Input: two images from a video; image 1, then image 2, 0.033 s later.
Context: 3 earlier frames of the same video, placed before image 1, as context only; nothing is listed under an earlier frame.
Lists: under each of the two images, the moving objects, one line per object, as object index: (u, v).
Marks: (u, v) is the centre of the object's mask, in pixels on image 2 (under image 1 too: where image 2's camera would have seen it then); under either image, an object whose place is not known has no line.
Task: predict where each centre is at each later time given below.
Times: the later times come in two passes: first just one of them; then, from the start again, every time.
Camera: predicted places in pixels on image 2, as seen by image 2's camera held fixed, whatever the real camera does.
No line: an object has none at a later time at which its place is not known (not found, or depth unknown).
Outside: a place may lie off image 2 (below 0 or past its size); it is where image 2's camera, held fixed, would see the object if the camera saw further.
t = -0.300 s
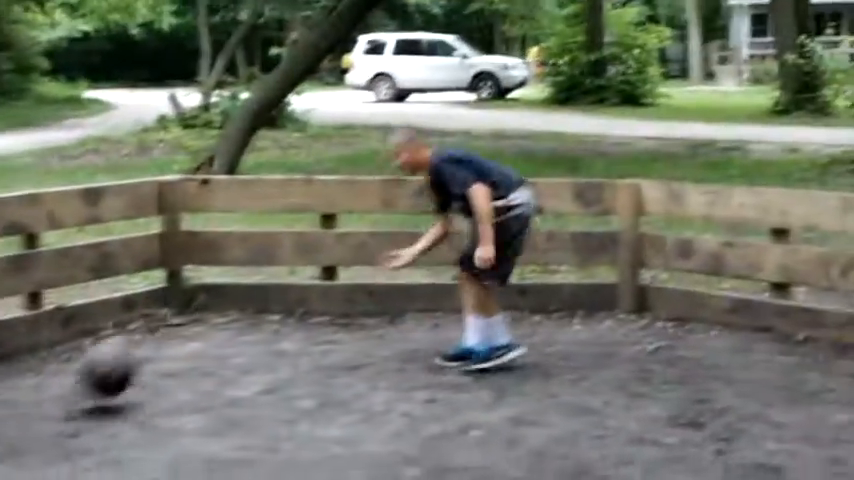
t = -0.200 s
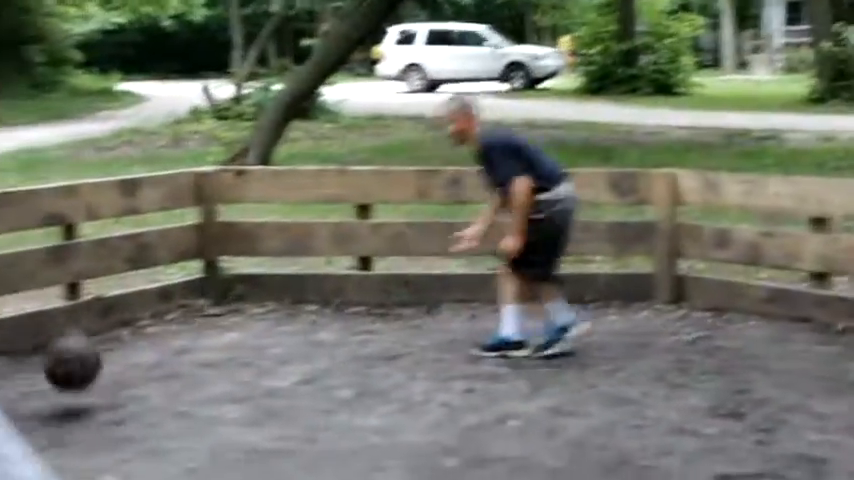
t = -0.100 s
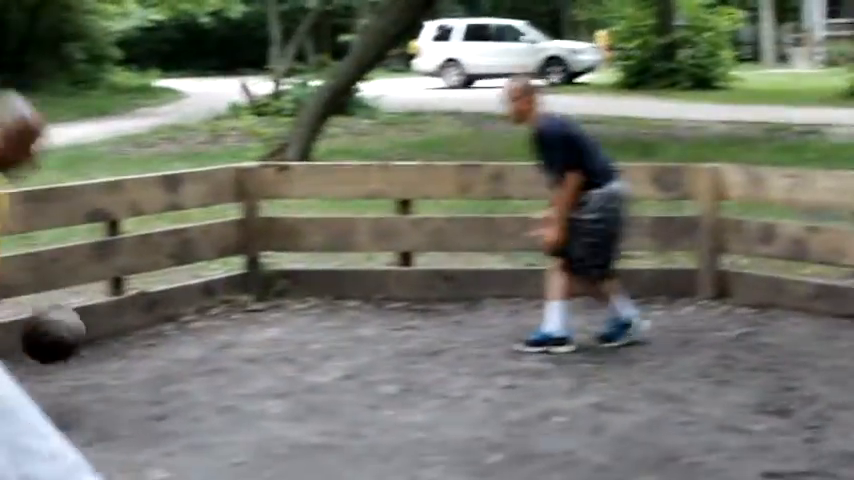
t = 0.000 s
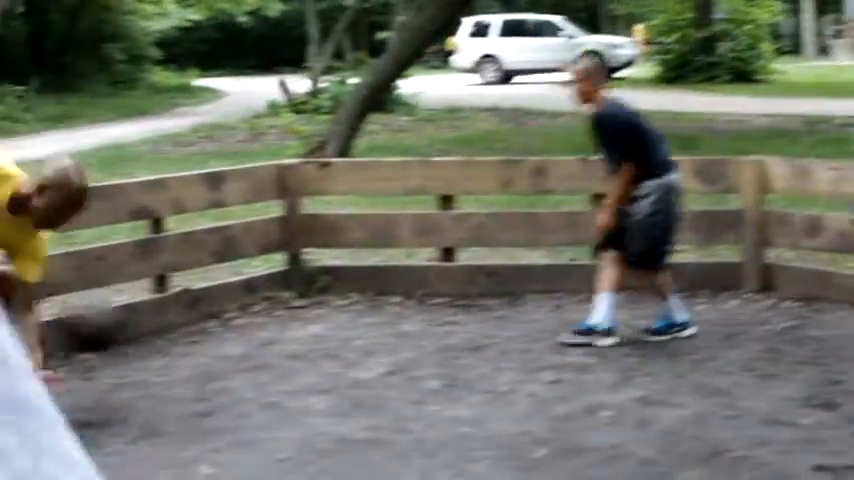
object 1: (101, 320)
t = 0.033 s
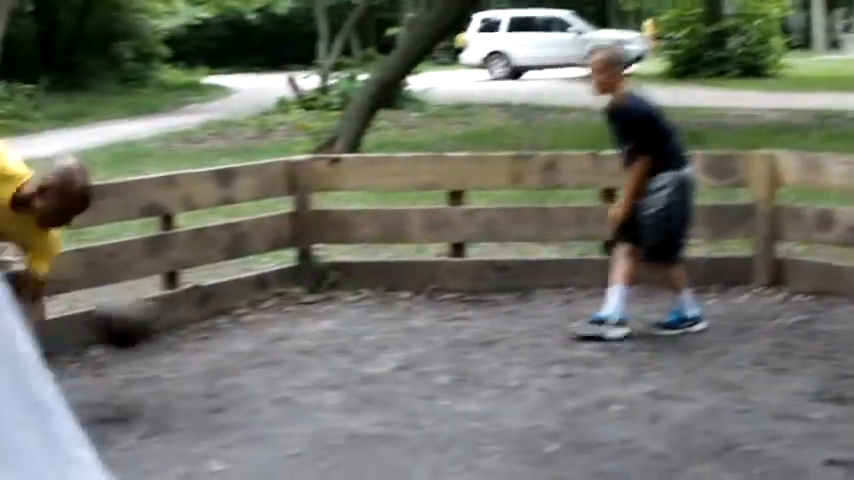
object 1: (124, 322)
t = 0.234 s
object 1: (254, 367)
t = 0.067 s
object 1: (145, 321)
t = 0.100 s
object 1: (167, 324)
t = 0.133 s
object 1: (188, 331)
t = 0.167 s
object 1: (211, 343)
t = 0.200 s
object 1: (233, 356)
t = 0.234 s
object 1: (254, 367)
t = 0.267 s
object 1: (260, 360)
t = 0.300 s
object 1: (268, 343)
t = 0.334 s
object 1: (276, 335)
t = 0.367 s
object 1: (285, 327)
